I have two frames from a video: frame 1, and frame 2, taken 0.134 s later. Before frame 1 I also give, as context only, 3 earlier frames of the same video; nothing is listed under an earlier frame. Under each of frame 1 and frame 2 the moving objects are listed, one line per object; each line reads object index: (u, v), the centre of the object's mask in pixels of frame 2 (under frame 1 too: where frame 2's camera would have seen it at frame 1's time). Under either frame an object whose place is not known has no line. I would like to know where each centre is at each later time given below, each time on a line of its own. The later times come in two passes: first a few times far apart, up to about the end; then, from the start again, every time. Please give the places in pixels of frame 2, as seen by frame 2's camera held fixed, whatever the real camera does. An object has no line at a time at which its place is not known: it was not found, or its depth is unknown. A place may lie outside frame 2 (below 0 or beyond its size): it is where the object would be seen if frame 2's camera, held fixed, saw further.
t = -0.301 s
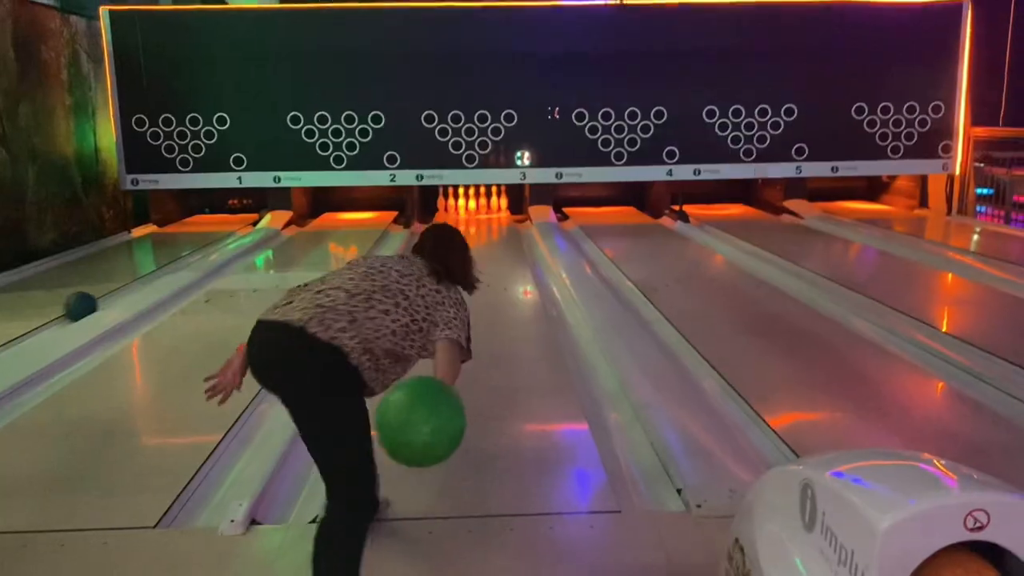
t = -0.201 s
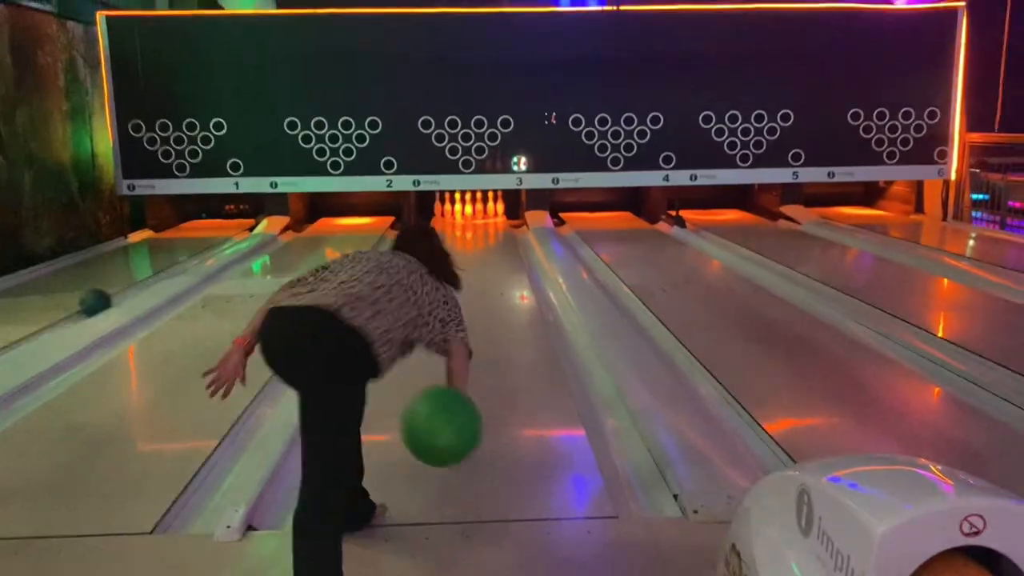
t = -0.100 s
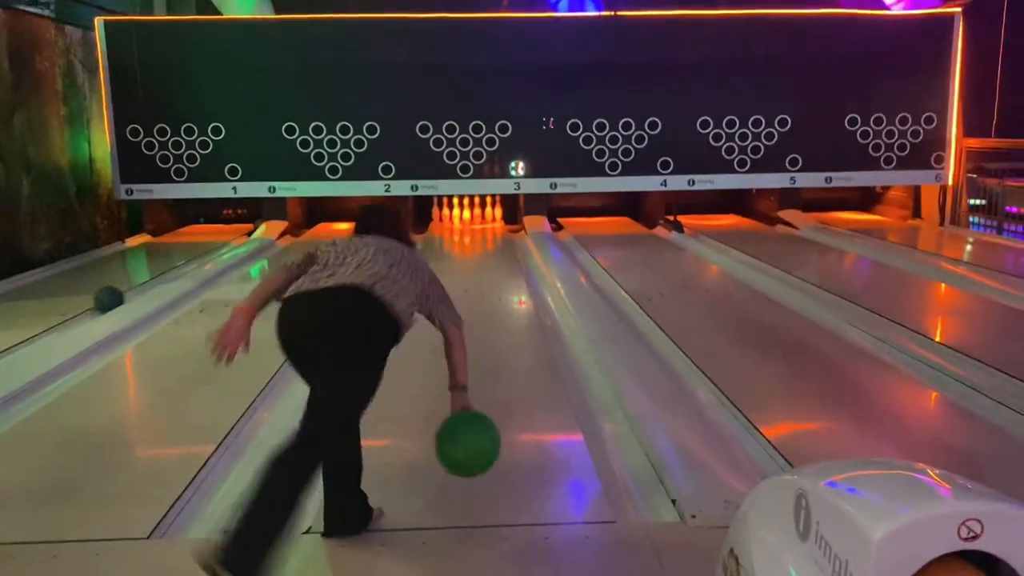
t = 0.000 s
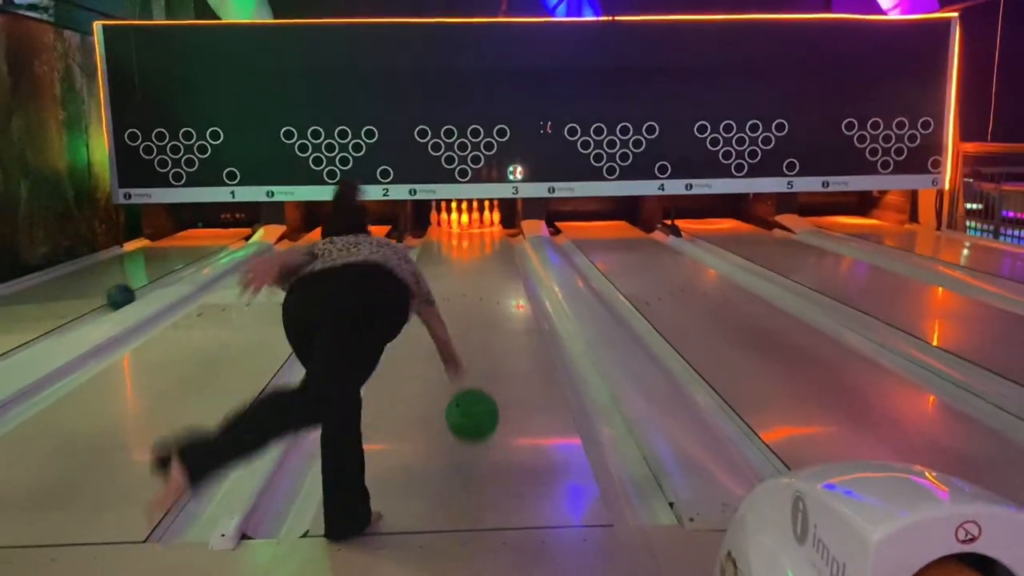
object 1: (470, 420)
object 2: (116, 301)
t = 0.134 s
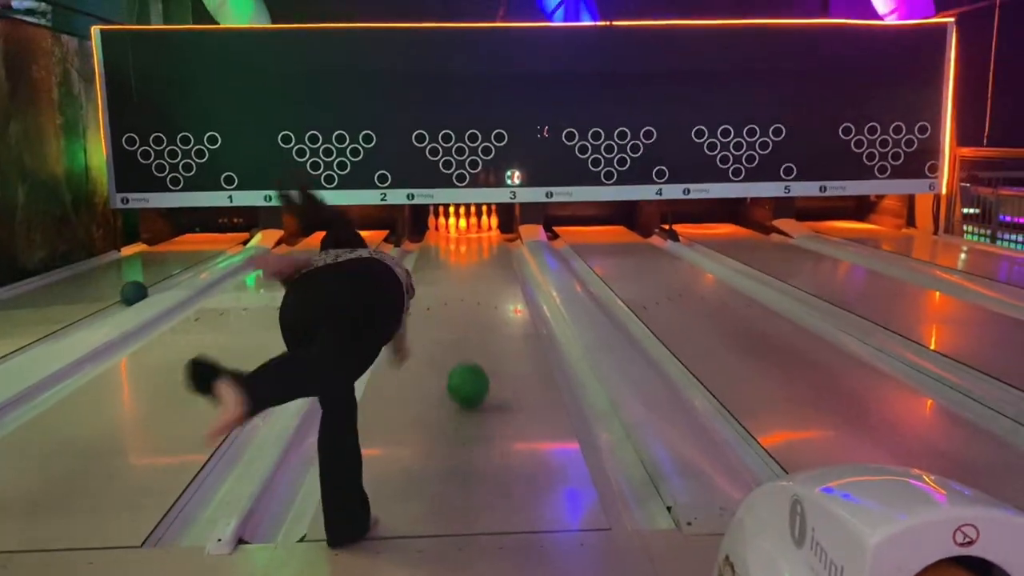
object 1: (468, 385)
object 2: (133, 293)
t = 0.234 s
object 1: (467, 356)
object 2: (146, 286)
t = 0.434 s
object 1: (466, 313)
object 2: (169, 275)
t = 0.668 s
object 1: (463, 283)
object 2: (189, 265)
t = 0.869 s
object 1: (461, 266)
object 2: (206, 258)
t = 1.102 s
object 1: (458, 252)
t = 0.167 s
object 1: (468, 374)
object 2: (137, 290)
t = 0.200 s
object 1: (468, 364)
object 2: (142, 288)
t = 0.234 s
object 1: (467, 356)
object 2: (146, 286)
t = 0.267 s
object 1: (467, 347)
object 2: (150, 285)
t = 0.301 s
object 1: (467, 339)
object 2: (154, 283)
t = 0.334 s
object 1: (466, 332)
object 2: (158, 281)
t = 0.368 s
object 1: (466, 325)
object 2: (162, 279)
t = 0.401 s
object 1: (466, 319)
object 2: (165, 277)
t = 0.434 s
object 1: (466, 313)
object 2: (169, 275)
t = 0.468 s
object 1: (465, 308)
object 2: (172, 274)
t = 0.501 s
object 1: (464, 303)
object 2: (175, 272)
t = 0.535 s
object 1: (464, 298)
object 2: (178, 271)
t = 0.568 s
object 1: (464, 294)
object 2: (181, 270)
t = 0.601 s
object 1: (463, 290)
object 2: (184, 268)
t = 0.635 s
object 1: (463, 286)
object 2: (187, 267)
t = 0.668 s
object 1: (463, 283)
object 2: (189, 265)
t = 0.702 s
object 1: (462, 280)
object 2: (192, 264)
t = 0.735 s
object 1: (462, 277)
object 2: (195, 263)
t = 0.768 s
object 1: (462, 274)
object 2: (198, 261)
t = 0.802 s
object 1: (461, 271)
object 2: (201, 260)
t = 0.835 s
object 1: (461, 268)
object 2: (203, 259)
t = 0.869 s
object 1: (461, 266)
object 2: (206, 258)
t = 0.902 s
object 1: (461, 263)
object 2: (207, 256)
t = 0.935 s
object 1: (460, 261)
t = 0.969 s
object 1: (460, 259)
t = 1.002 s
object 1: (459, 257)
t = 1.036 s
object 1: (459, 255)
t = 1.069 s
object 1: (458, 253)
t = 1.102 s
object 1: (458, 252)
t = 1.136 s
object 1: (458, 250)
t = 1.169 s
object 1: (457, 248)
